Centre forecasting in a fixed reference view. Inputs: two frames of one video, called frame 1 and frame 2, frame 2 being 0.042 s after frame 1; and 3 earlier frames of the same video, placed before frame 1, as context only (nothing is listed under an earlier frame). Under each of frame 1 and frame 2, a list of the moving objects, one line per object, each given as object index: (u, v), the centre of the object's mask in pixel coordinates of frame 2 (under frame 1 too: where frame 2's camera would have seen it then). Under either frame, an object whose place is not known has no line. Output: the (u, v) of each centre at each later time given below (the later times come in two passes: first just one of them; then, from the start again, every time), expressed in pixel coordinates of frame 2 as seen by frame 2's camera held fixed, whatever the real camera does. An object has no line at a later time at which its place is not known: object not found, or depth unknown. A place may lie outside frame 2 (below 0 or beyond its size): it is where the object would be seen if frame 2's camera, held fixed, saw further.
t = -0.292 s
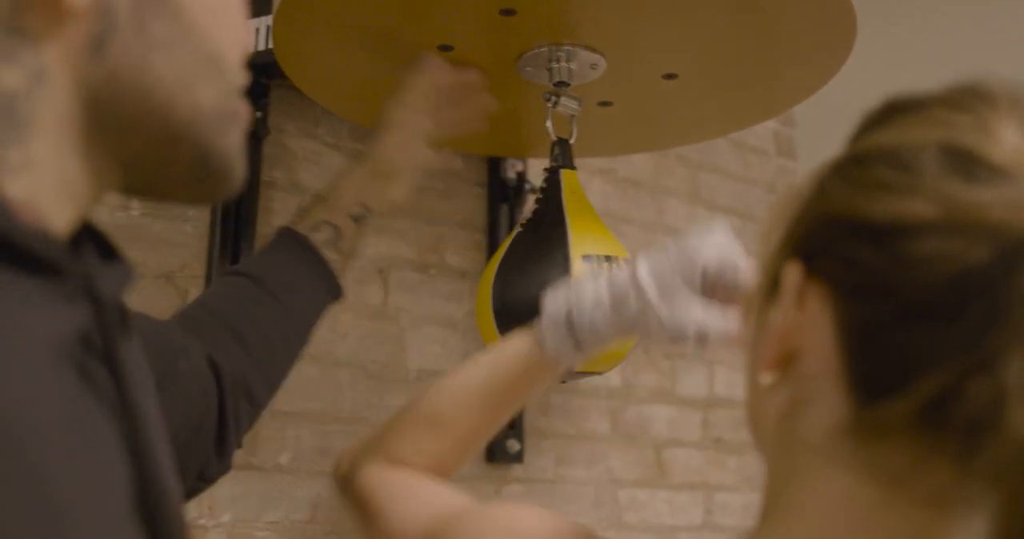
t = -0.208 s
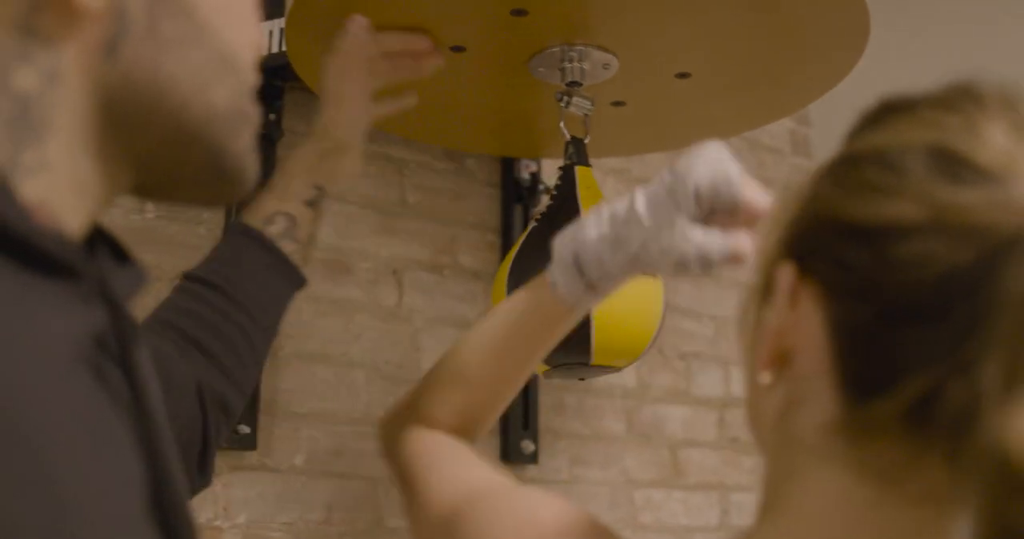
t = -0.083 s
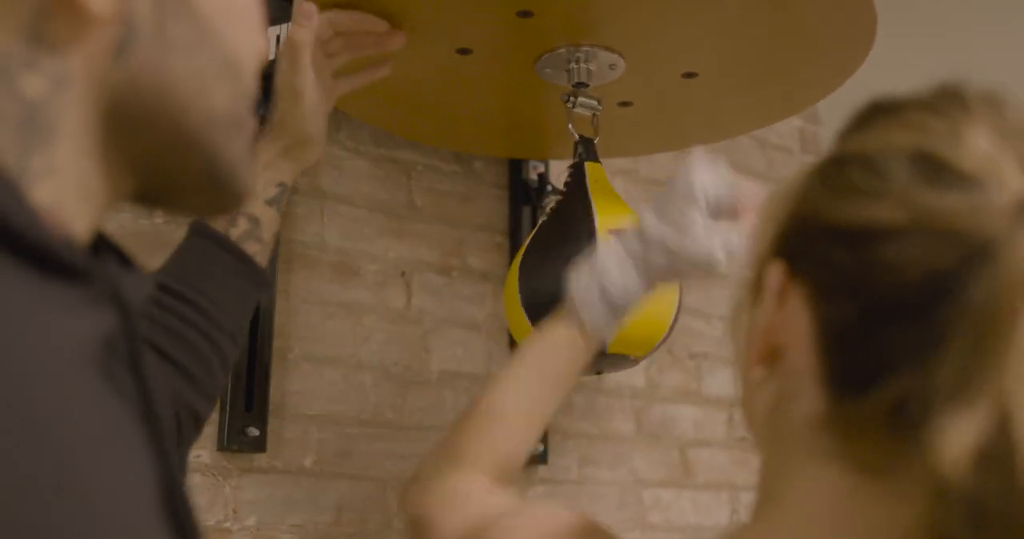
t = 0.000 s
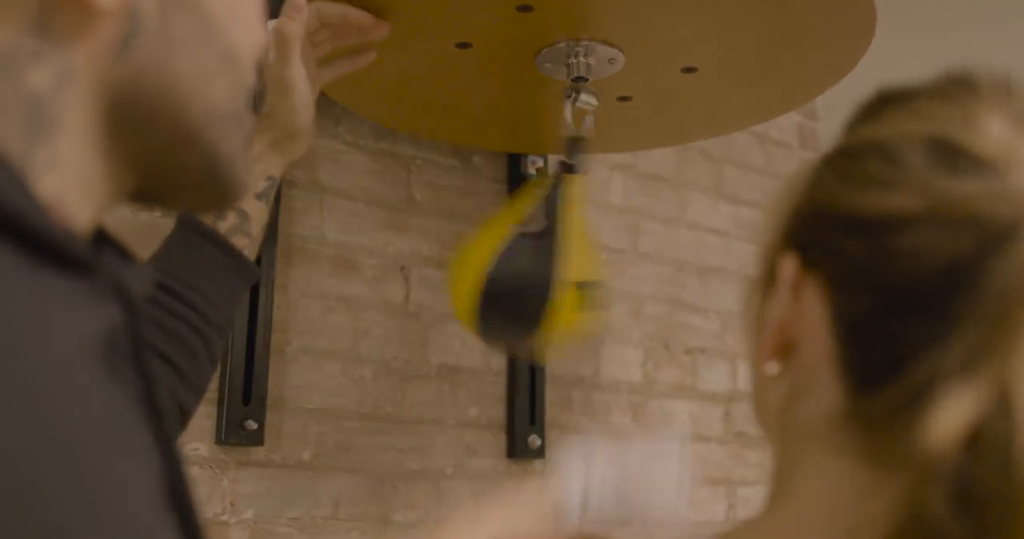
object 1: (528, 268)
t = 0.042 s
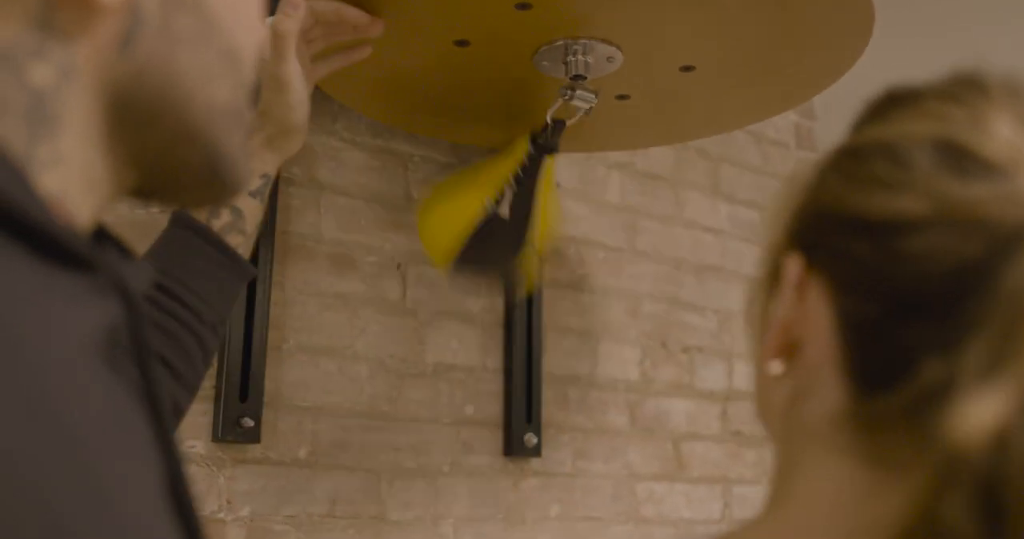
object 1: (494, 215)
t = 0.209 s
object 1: (620, 261)
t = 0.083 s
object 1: (490, 199)
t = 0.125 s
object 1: (514, 254)
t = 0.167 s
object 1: (560, 282)
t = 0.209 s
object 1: (620, 261)
